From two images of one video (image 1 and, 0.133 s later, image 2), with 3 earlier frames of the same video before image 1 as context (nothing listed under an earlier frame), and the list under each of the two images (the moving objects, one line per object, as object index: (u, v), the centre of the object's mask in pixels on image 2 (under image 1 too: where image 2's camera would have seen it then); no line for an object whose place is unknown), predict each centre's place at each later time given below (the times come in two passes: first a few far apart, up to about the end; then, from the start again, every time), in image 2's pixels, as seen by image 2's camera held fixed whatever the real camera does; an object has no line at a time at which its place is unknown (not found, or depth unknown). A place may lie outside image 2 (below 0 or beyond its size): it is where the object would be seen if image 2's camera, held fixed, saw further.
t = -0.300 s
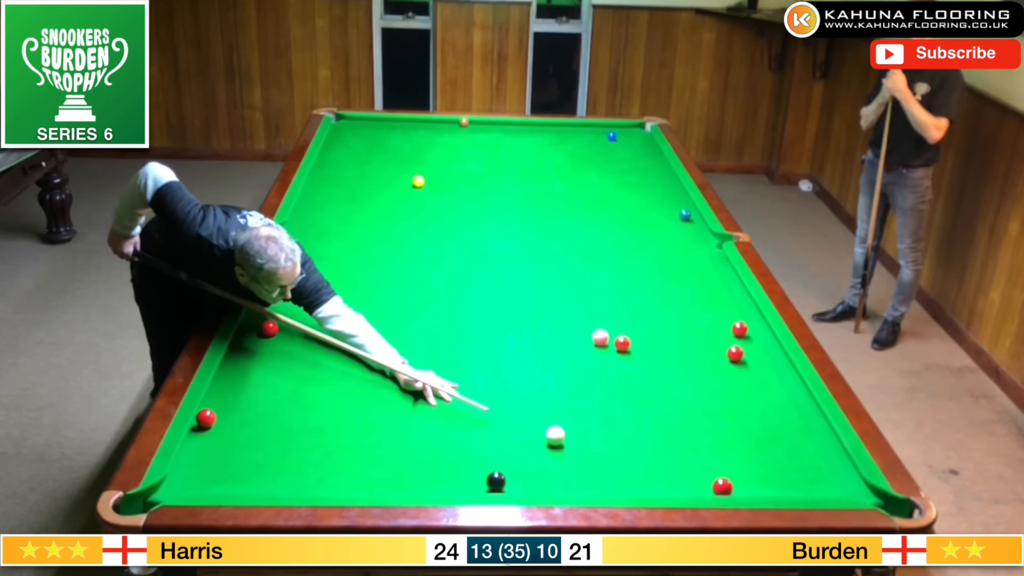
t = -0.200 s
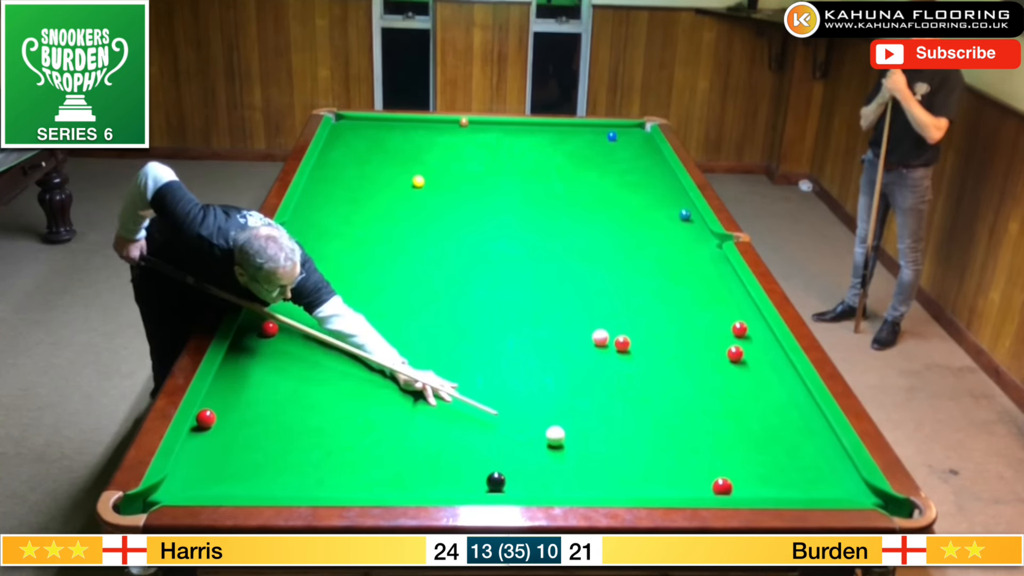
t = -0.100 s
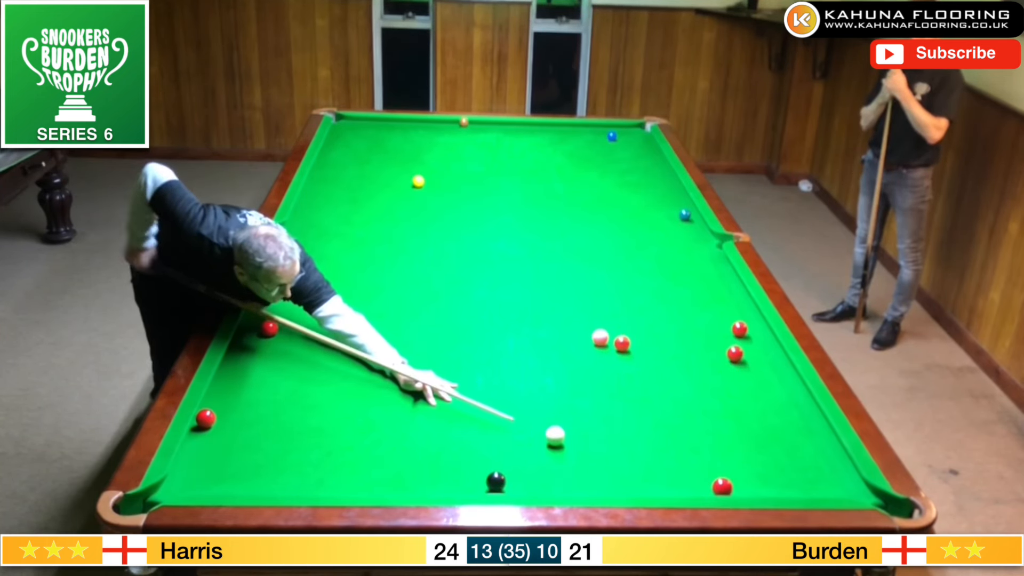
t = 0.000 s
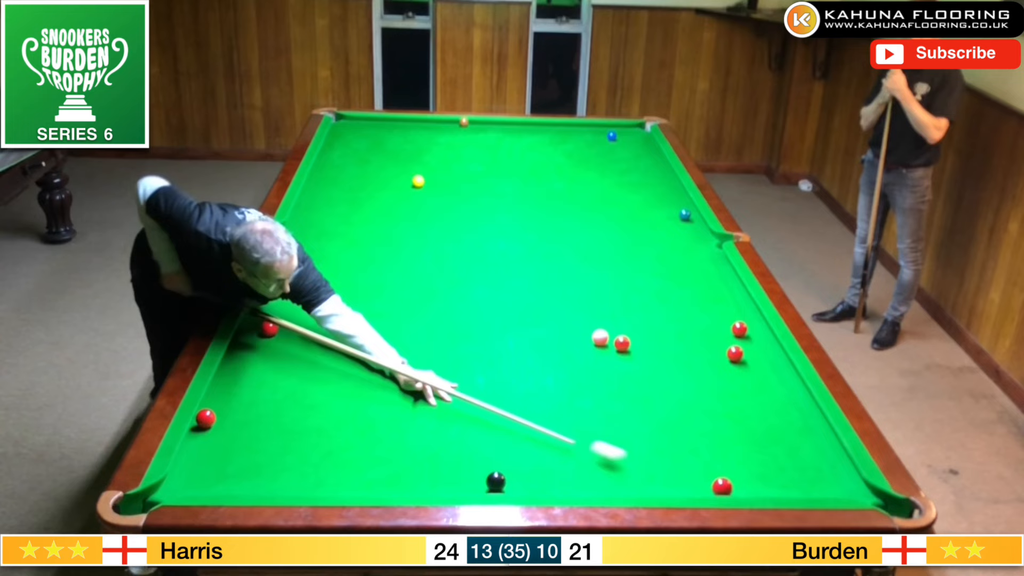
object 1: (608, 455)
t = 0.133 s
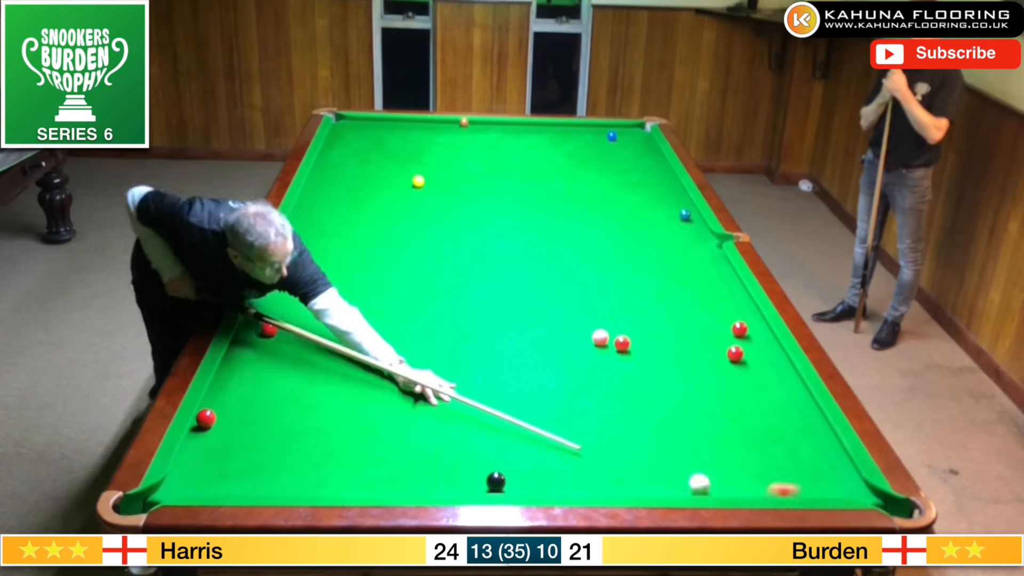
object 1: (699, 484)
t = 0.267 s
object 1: (687, 457)
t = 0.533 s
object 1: (666, 408)
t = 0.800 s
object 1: (649, 368)
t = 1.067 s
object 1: (635, 334)
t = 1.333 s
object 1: (622, 306)
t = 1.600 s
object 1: (612, 282)
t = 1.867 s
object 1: (603, 262)
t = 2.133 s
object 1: (596, 244)
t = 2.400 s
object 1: (589, 228)
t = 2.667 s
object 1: (584, 214)
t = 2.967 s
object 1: (578, 200)
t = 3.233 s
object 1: (573, 189)
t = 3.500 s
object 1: (569, 180)
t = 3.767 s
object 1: (566, 171)
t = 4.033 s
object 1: (563, 164)
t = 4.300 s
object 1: (560, 157)
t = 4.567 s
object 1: (558, 151)
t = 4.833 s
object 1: (556, 146)
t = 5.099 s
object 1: (555, 142)
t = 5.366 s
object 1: (554, 138)
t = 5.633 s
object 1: (553, 135)
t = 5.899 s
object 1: (551, 132)
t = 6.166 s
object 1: (551, 130)
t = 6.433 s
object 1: (551, 129)
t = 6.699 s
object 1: (551, 128)
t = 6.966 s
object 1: (550, 127)
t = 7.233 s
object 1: (550, 127)
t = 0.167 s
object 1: (696, 479)
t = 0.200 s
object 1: (692, 471)
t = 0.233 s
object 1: (690, 464)
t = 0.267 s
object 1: (687, 457)
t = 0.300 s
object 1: (684, 451)
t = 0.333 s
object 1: (681, 444)
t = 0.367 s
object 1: (679, 437)
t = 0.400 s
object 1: (676, 431)
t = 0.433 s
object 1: (673, 425)
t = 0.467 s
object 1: (671, 419)
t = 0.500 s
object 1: (668, 414)
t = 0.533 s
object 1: (666, 408)
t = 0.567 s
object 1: (664, 402)
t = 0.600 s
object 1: (661, 397)
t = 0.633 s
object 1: (659, 392)
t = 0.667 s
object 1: (657, 387)
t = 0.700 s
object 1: (655, 382)
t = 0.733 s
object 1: (653, 377)
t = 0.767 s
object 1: (651, 372)
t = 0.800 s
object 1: (649, 368)
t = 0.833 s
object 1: (647, 364)
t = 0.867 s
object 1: (645, 359)
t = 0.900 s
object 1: (643, 355)
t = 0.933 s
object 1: (641, 351)
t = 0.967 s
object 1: (640, 346)
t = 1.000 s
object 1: (638, 342)
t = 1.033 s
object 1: (636, 338)
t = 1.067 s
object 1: (635, 334)
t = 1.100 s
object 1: (633, 331)
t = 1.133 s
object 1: (631, 327)
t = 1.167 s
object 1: (630, 323)
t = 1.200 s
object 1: (628, 319)
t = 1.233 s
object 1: (627, 316)
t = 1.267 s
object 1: (625, 313)
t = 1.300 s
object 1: (624, 310)
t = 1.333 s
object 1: (622, 306)
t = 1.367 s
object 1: (621, 303)
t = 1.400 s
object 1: (620, 300)
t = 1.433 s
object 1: (618, 297)
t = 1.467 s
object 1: (617, 294)
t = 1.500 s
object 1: (616, 291)
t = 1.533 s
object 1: (615, 288)
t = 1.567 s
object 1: (613, 285)
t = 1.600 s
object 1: (612, 282)
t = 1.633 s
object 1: (611, 280)
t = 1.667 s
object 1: (610, 277)
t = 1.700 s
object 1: (609, 274)
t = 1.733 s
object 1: (608, 272)
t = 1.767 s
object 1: (606, 269)
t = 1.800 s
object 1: (605, 267)
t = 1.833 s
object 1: (604, 264)
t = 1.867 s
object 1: (603, 262)
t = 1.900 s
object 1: (602, 259)
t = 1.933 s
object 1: (601, 257)
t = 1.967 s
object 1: (600, 255)
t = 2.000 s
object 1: (599, 252)
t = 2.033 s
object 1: (599, 250)
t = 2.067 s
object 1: (598, 248)
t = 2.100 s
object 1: (597, 246)
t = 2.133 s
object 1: (596, 244)
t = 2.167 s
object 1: (595, 242)
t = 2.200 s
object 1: (594, 240)
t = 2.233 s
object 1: (593, 237)
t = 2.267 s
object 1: (593, 235)
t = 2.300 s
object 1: (592, 234)
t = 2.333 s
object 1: (591, 232)
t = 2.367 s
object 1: (590, 230)
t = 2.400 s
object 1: (589, 228)
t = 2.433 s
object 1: (589, 226)
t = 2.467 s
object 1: (588, 224)
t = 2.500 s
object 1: (587, 222)
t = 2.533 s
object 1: (587, 221)
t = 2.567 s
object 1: (586, 219)
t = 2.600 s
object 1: (585, 217)
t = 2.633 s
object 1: (585, 216)
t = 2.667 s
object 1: (584, 214)
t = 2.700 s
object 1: (583, 212)
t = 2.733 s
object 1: (583, 211)
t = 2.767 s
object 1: (582, 209)
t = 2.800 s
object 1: (581, 208)
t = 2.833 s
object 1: (581, 206)
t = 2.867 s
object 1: (580, 205)
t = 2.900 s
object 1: (579, 203)
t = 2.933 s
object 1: (579, 202)
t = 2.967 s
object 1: (578, 200)
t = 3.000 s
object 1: (578, 199)
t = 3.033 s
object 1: (577, 197)
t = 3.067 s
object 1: (576, 196)
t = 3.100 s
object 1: (576, 195)
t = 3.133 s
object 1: (575, 193)
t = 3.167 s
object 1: (575, 192)
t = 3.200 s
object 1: (574, 191)
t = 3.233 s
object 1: (573, 189)
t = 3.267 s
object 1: (573, 188)
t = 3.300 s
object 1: (573, 187)
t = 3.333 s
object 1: (572, 186)
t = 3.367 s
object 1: (572, 185)
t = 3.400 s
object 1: (571, 184)
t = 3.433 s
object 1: (570, 182)
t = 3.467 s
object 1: (570, 181)
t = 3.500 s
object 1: (569, 180)
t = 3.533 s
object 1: (569, 179)
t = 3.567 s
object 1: (568, 178)
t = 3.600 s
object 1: (568, 176)
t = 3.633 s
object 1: (568, 175)
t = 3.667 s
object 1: (567, 175)
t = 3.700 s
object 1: (567, 173)
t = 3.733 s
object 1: (566, 172)
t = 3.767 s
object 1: (566, 171)
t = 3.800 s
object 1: (566, 170)
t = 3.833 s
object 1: (565, 170)
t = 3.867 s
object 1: (565, 169)
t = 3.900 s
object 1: (564, 168)
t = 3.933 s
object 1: (564, 167)
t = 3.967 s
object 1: (564, 166)
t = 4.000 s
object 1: (563, 165)
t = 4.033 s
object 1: (563, 164)
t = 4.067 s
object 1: (562, 163)
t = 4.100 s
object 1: (562, 162)
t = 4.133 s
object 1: (562, 161)
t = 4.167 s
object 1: (561, 160)
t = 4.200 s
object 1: (561, 160)
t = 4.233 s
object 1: (561, 159)
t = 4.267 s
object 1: (560, 158)
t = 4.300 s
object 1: (560, 157)
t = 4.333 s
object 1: (560, 157)
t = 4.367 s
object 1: (559, 156)
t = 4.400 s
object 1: (559, 155)
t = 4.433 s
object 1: (559, 154)
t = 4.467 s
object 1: (558, 153)
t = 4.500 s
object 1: (558, 152)
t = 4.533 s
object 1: (558, 152)
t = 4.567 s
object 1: (558, 151)
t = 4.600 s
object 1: (558, 151)
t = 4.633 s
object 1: (557, 150)
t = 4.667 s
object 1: (557, 149)
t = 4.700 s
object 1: (557, 149)
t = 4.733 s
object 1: (557, 148)
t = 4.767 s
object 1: (556, 147)
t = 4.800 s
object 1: (556, 147)
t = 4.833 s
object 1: (556, 146)
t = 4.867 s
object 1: (556, 146)
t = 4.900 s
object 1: (556, 145)
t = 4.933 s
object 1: (556, 145)
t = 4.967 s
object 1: (555, 144)
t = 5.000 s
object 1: (555, 143)
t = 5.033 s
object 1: (555, 143)
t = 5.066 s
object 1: (555, 143)
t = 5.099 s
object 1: (555, 142)
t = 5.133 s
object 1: (555, 142)
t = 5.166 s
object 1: (554, 141)
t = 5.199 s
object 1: (554, 141)
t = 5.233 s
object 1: (554, 140)
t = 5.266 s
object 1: (554, 140)
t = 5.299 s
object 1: (554, 139)
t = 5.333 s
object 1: (554, 139)
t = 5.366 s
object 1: (554, 138)
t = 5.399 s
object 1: (553, 138)
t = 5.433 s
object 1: (553, 137)
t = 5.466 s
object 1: (553, 137)
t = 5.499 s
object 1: (553, 137)
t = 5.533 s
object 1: (553, 136)
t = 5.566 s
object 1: (553, 136)
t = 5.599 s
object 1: (553, 135)
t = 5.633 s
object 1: (553, 135)
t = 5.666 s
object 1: (552, 135)
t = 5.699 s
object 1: (552, 134)
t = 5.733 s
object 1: (552, 134)
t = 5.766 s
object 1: (552, 134)
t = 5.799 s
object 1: (552, 133)
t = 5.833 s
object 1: (552, 133)
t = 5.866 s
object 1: (552, 133)
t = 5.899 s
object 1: (551, 132)
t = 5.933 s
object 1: (551, 132)
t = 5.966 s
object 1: (551, 132)
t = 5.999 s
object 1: (551, 132)
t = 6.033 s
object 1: (551, 131)
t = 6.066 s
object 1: (551, 131)
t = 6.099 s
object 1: (551, 131)
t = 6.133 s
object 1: (551, 131)
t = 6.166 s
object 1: (551, 130)
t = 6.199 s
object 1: (551, 130)
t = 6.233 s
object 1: (551, 130)
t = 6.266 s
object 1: (551, 130)
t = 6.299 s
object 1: (551, 129)
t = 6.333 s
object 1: (551, 129)
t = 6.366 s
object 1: (551, 129)
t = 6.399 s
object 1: (551, 129)
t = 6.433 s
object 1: (551, 129)
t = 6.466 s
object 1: (551, 129)
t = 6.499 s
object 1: (551, 129)
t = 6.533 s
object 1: (551, 129)
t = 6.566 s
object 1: (551, 128)
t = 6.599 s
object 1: (551, 128)
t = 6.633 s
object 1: (551, 128)
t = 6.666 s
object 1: (551, 128)
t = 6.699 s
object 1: (551, 128)
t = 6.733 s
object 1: (551, 128)
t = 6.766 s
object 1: (551, 128)
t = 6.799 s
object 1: (551, 128)
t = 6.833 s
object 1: (551, 128)
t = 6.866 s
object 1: (550, 128)
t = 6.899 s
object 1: (550, 127)
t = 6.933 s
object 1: (550, 127)
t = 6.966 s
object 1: (550, 127)
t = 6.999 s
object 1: (550, 127)
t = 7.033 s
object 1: (550, 127)
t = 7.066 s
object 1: (550, 127)
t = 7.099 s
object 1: (550, 127)
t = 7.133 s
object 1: (550, 127)
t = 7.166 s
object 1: (550, 127)
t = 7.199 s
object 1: (550, 127)
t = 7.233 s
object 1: (550, 127)
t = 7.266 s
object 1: (550, 127)
